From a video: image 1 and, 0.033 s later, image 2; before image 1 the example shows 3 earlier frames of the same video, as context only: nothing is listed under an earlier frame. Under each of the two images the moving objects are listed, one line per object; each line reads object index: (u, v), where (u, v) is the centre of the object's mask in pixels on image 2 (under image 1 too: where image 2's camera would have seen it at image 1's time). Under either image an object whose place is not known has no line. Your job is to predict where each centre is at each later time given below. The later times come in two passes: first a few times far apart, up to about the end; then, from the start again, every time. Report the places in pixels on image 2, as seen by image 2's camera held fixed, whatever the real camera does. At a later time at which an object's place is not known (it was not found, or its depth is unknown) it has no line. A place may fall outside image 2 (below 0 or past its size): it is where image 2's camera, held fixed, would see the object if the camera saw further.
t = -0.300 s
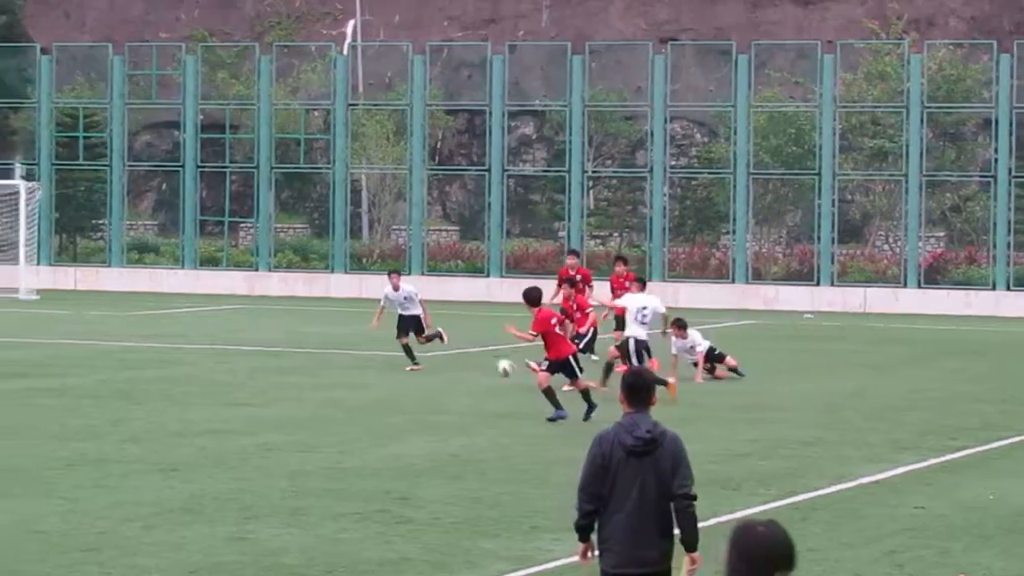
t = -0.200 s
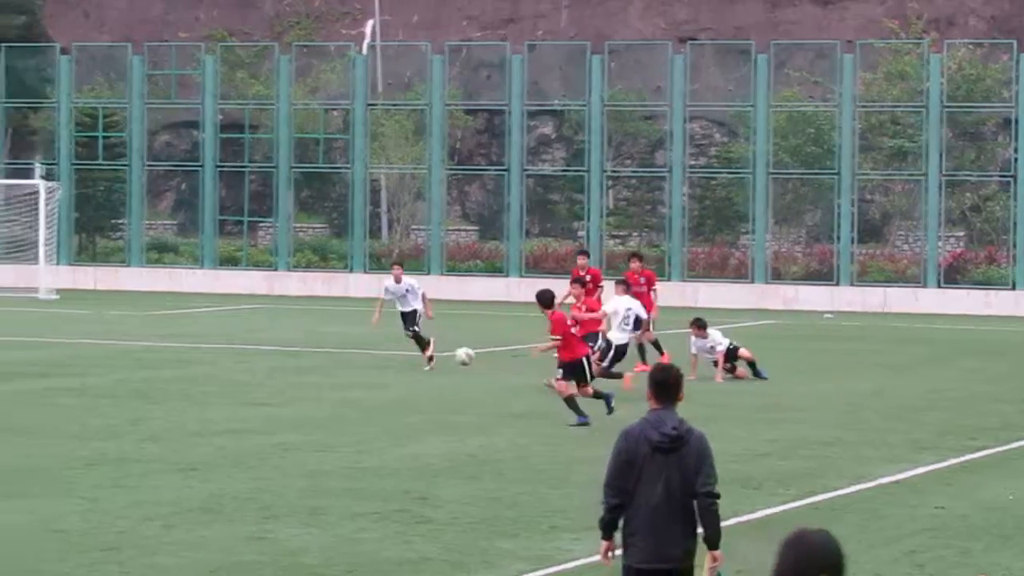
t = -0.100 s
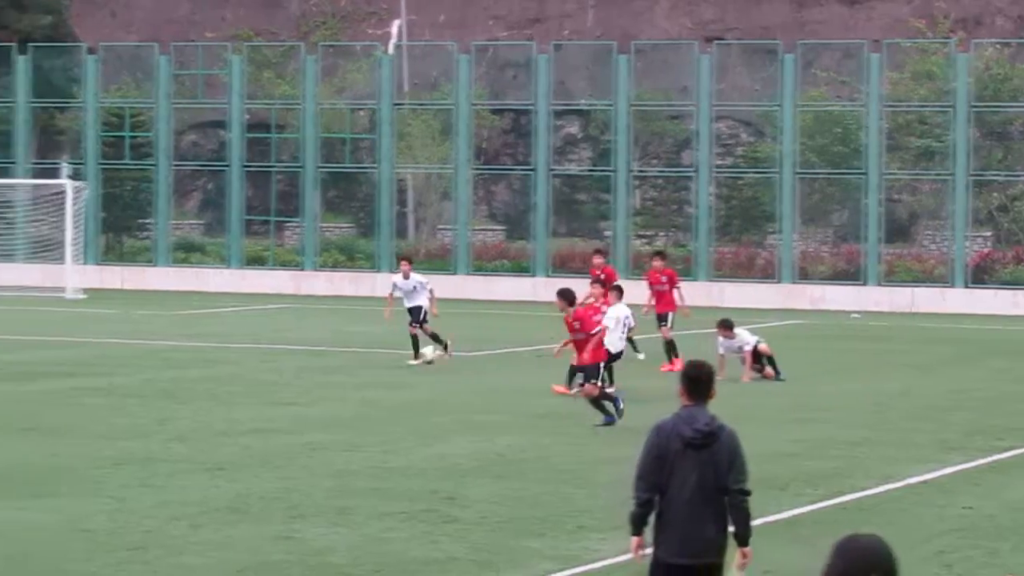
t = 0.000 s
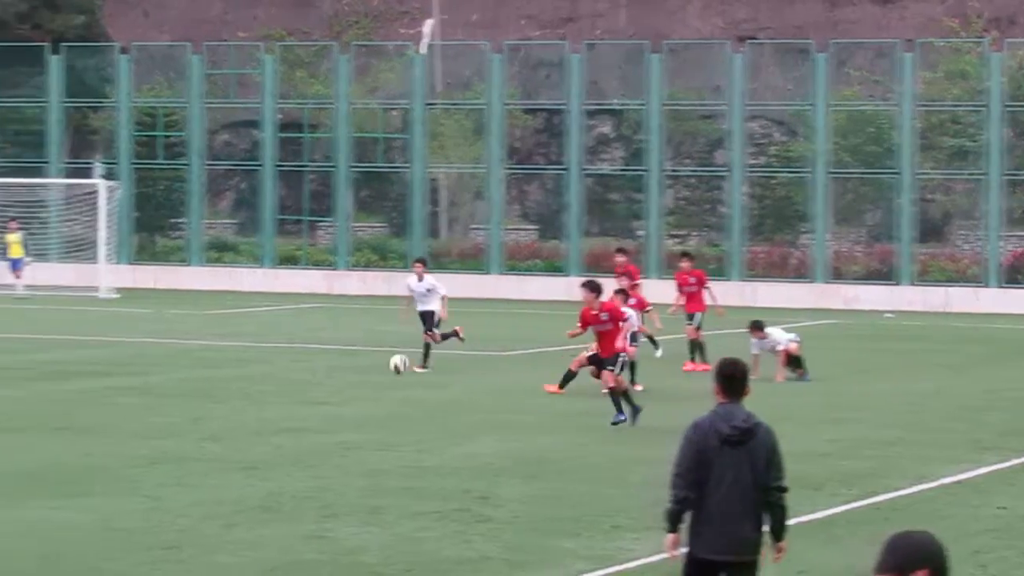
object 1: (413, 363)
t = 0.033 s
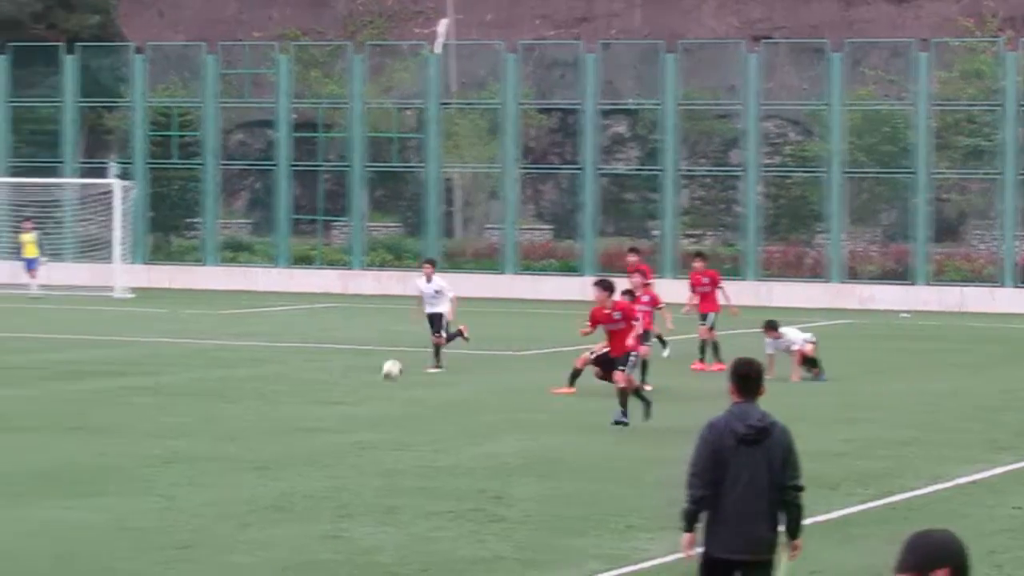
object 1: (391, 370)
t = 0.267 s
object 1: (236, 424)
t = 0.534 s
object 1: (61, 432)
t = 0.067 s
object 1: (370, 377)
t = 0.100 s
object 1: (347, 386)
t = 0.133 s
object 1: (324, 397)
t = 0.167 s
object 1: (301, 410)
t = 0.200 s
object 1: (278, 425)
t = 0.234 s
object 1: (255, 429)
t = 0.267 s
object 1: (236, 424)
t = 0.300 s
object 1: (215, 420)
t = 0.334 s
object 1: (193, 417)
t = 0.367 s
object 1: (173, 416)
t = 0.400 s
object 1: (151, 416)
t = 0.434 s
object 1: (129, 418)
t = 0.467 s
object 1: (106, 420)
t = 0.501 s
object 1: (84, 425)
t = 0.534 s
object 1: (61, 432)
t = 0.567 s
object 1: (37, 440)
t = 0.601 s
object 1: (13, 450)
